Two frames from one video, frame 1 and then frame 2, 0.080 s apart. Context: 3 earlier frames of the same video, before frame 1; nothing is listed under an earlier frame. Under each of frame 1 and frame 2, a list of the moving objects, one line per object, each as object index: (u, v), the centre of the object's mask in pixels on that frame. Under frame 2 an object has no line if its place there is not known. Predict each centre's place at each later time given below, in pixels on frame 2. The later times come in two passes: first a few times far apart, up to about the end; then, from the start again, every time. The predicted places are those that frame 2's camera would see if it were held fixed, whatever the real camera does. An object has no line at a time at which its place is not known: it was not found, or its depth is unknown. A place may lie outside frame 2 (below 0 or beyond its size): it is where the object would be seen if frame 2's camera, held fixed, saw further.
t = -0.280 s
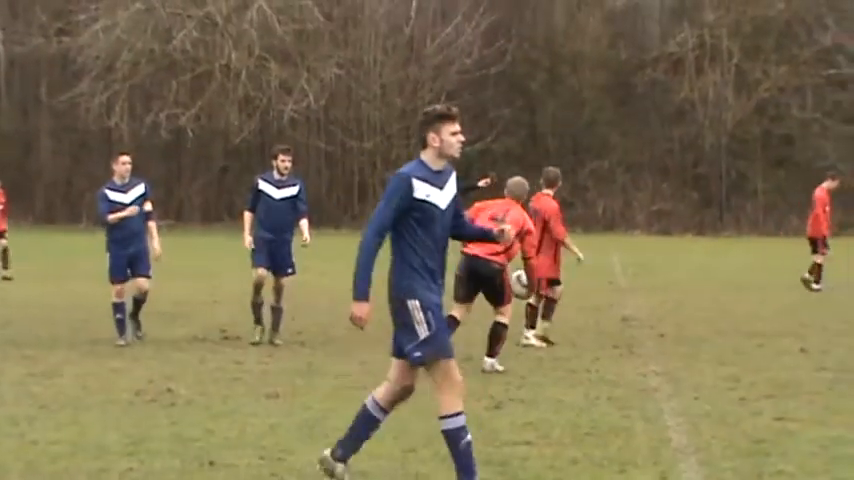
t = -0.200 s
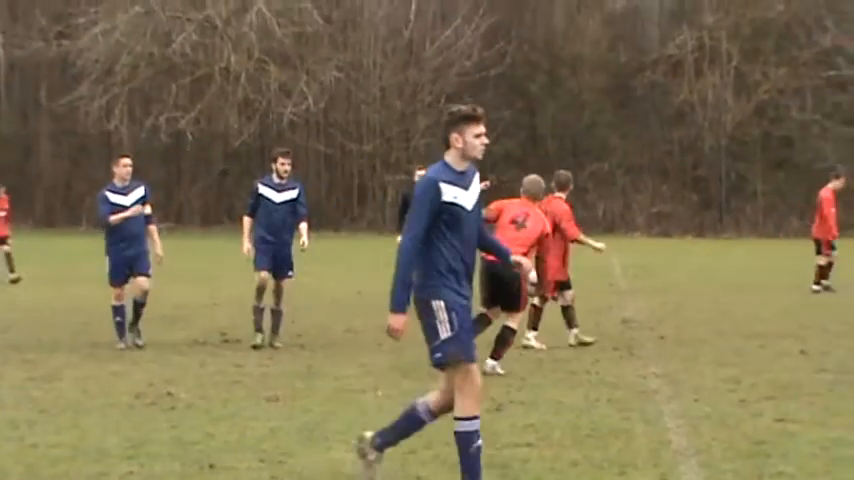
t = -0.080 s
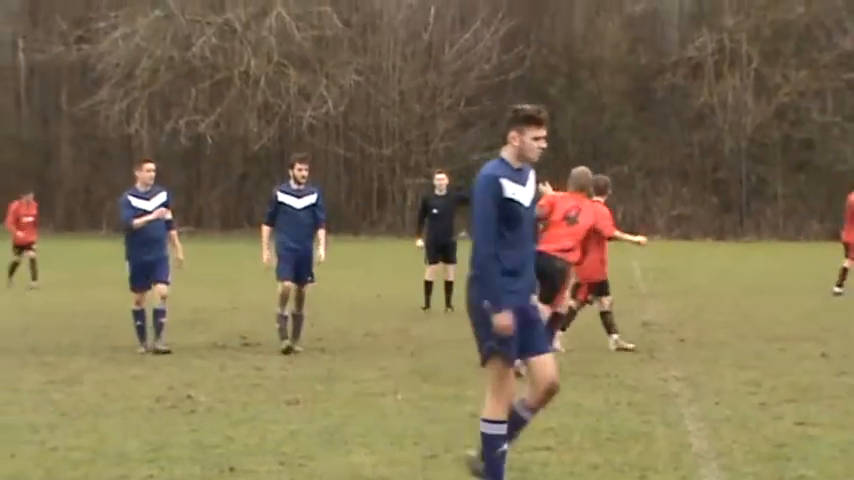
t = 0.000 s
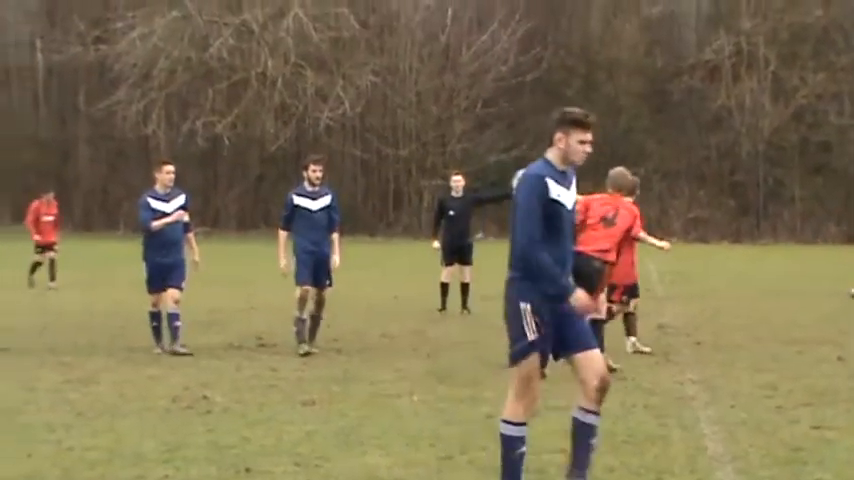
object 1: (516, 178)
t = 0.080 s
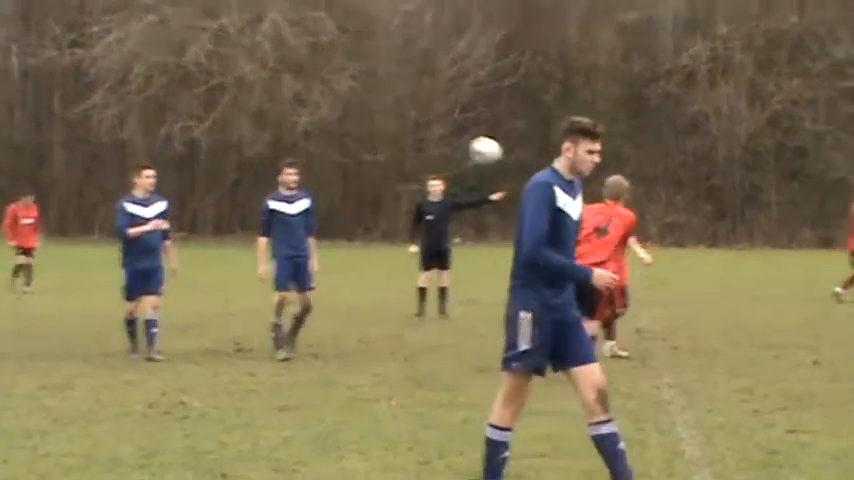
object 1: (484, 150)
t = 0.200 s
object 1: (458, 109)
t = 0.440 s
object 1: (410, 86)
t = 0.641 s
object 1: (377, 124)
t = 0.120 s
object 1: (476, 134)
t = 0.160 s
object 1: (467, 120)
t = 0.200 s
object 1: (458, 109)
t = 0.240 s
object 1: (449, 99)
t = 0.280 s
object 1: (440, 93)
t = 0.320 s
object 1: (433, 88)
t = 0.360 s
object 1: (425, 86)
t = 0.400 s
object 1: (417, 85)
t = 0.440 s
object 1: (410, 86)
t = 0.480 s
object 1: (403, 90)
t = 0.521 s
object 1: (396, 94)
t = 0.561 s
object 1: (389, 102)
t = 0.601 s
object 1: (383, 112)
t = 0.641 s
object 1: (377, 124)
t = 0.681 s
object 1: (372, 136)
